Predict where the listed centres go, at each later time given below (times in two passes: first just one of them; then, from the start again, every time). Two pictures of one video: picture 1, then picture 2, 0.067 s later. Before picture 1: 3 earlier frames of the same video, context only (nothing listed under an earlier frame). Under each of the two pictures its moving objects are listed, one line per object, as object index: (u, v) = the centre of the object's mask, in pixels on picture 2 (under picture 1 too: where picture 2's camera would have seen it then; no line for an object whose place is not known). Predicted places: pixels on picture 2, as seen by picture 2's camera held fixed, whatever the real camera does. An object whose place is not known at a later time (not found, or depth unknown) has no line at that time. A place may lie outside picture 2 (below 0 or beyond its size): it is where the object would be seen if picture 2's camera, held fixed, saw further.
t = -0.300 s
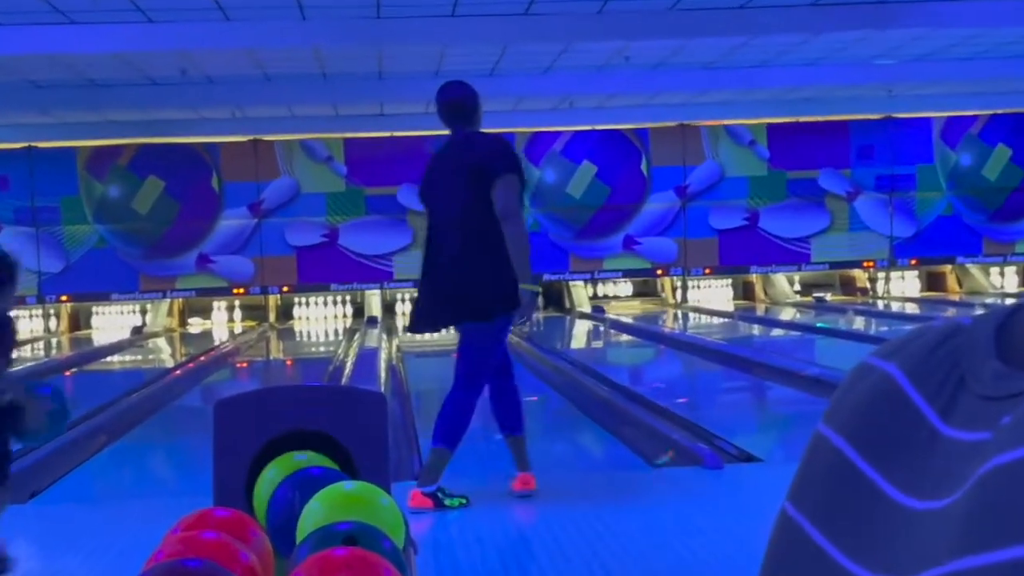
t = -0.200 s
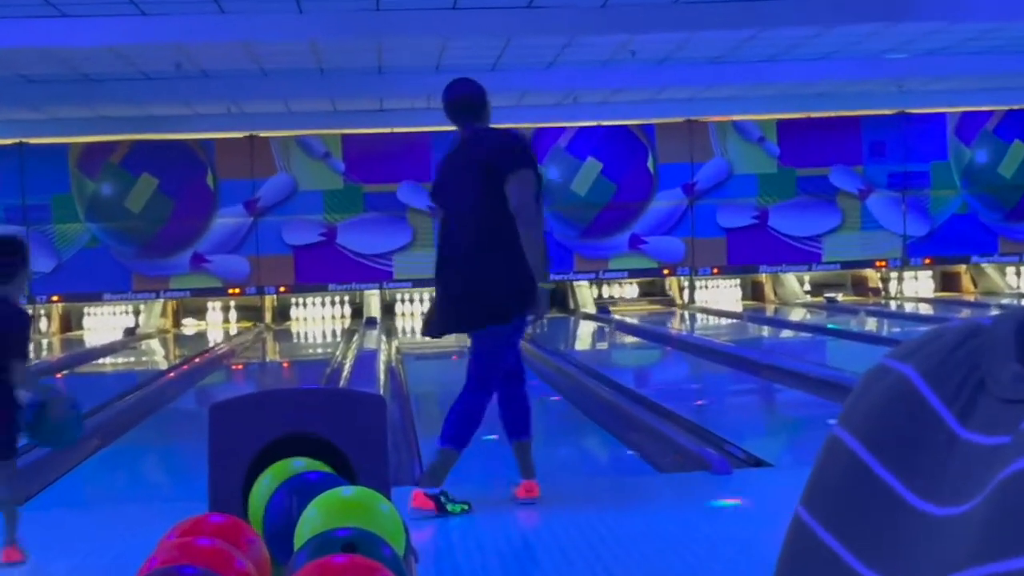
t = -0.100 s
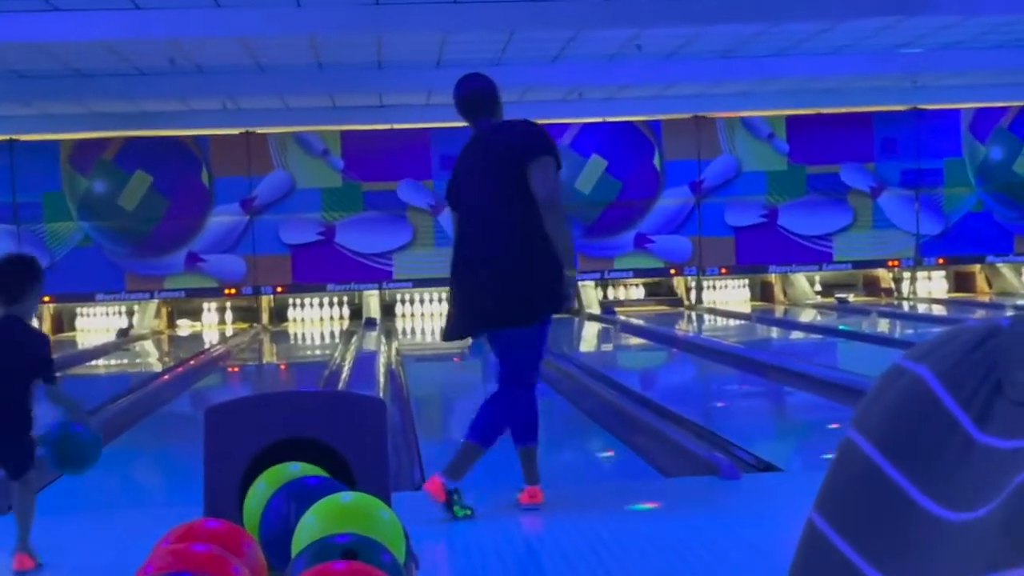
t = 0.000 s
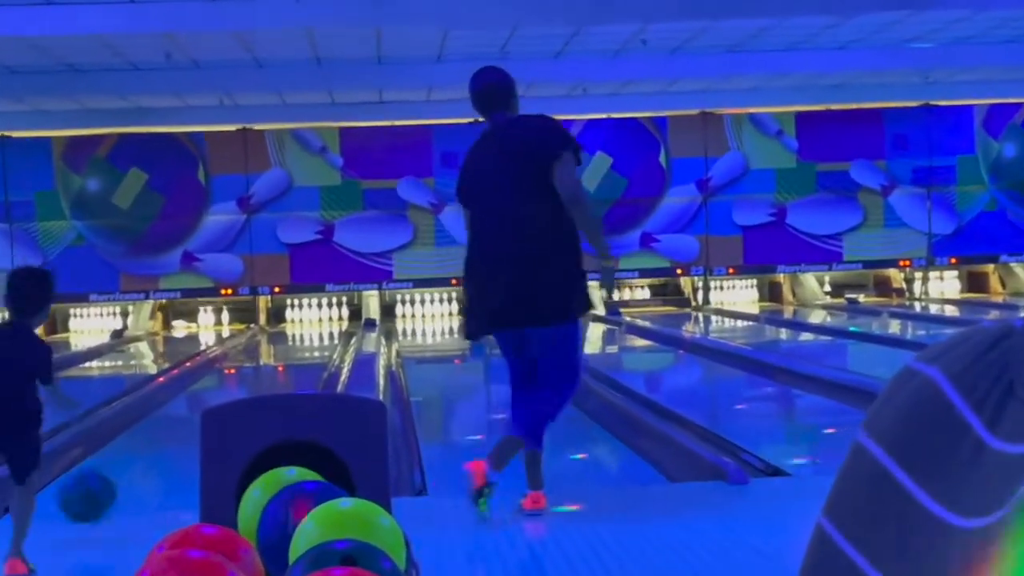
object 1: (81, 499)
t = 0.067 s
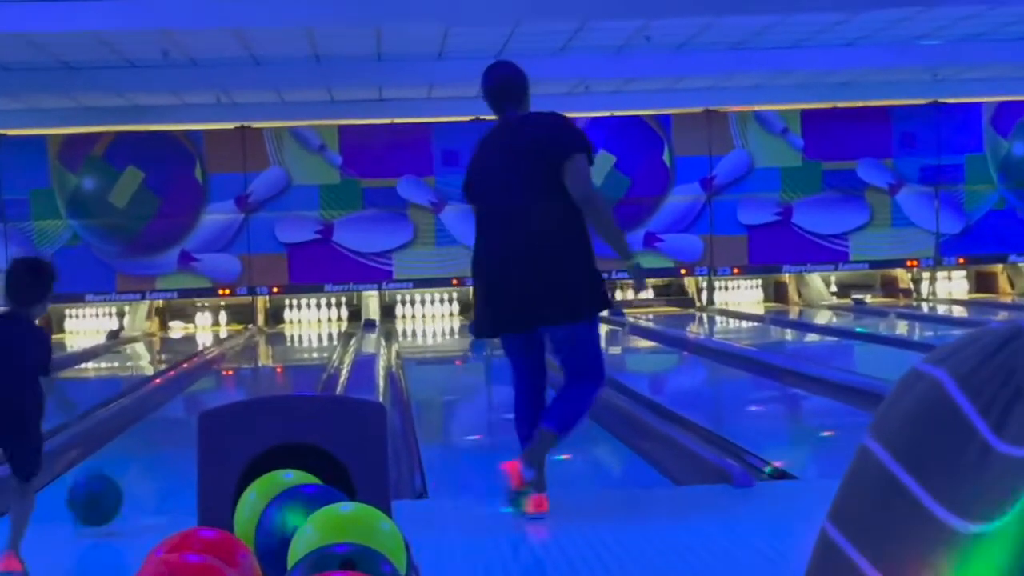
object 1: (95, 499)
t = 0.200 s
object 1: (115, 483)
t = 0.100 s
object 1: (100, 491)
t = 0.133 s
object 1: (105, 486)
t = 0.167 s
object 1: (111, 483)
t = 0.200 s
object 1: (115, 483)
